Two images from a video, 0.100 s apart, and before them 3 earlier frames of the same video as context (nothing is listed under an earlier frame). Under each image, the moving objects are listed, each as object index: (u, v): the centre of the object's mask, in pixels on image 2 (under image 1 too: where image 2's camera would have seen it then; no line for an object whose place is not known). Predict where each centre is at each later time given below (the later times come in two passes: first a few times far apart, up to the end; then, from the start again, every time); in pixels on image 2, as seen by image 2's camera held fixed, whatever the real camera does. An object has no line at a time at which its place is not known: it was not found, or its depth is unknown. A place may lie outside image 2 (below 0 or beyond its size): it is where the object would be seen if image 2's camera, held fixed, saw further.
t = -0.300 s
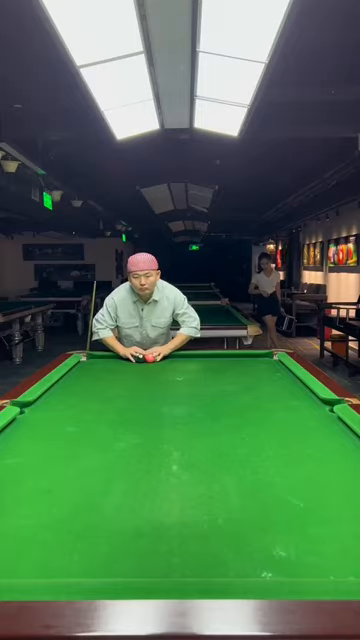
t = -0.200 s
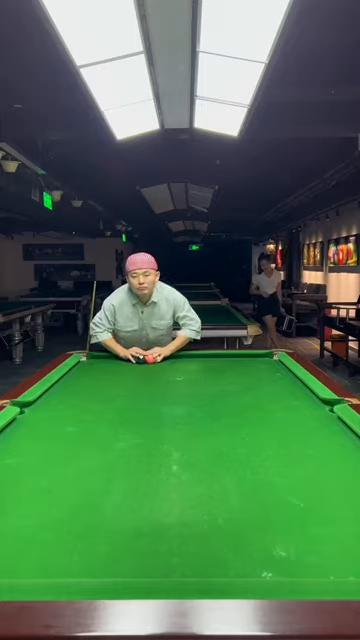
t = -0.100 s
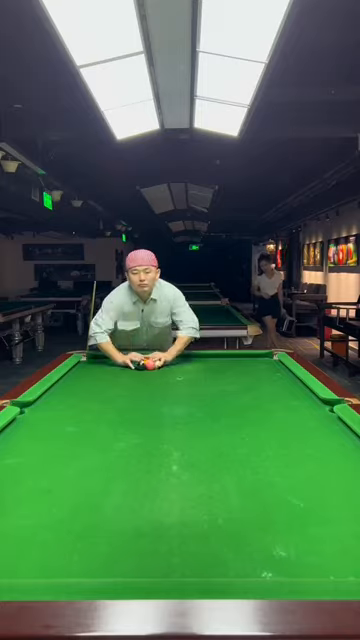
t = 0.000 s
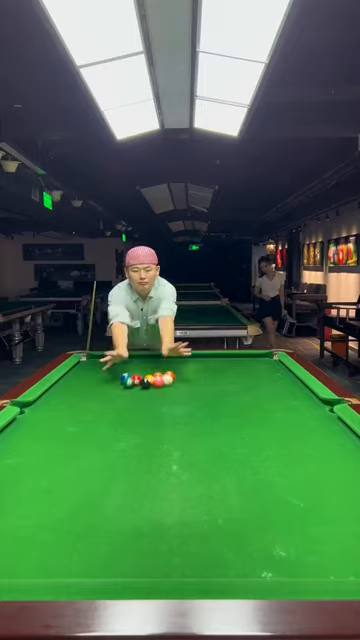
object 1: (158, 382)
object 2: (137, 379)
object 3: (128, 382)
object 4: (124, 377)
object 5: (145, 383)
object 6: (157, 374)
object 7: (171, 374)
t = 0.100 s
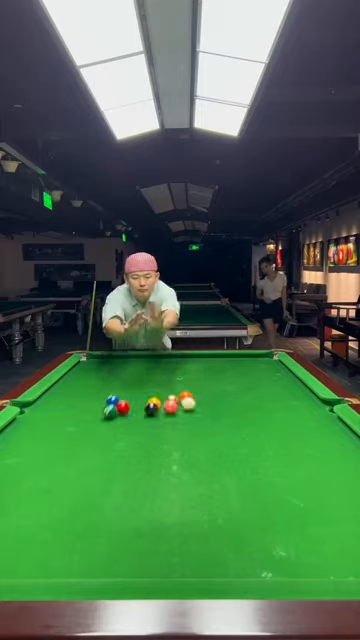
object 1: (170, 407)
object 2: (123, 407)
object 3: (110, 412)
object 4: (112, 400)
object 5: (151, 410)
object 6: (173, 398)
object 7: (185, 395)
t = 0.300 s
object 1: (216, 508)
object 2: (66, 523)
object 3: (30, 536)
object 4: (66, 483)
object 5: (175, 509)
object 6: (222, 483)
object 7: (239, 465)
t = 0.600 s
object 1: (333, 523)
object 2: (83, 431)
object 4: (255, 451)
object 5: (66, 462)
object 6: (346, 470)
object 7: (342, 445)
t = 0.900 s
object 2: (99, 376)
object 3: (81, 447)
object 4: (264, 403)
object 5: (69, 406)
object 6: (274, 409)
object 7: (262, 393)
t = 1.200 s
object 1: (308, 452)
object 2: (98, 362)
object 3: (163, 412)
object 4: (213, 378)
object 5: (141, 380)
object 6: (186, 385)
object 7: (213, 371)
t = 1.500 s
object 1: (248, 431)
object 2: (66, 389)
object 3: (217, 389)
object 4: (189, 364)
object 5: (175, 362)
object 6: (125, 370)
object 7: (185, 359)
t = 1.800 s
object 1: (204, 414)
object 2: (70, 390)
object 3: (256, 372)
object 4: (209, 356)
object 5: (164, 358)
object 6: (90, 358)
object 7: (153, 361)
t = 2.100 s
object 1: (171, 401)
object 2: (70, 386)
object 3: (269, 360)
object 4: (236, 356)
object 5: (150, 365)
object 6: (111, 359)
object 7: (97, 367)
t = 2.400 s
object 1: (143, 391)
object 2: (71, 381)
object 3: (252, 356)
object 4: (265, 359)
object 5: (134, 374)
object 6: (125, 363)
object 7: (90, 373)
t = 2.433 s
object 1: (141, 390)
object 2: (71, 381)
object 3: (251, 356)
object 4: (268, 359)
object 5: (132, 375)
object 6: (126, 363)
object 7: (94, 374)
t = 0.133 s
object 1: (175, 418)
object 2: (117, 420)
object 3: (101, 424)
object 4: (107, 410)
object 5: (154, 420)
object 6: (180, 409)
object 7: (191, 404)
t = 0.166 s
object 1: (181, 431)
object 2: (110, 434)
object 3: (92, 439)
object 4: (101, 421)
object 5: (156, 433)
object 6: (186, 420)
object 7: (199, 414)
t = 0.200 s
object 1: (188, 446)
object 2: (102, 449)
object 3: (81, 456)
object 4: (94, 434)
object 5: (160, 448)
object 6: (193, 432)
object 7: (207, 425)
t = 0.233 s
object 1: (196, 463)
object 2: (92, 470)
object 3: (67, 478)
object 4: (86, 449)
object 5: (164, 465)
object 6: (201, 447)
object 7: (217, 437)
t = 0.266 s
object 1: (205, 483)
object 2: (81, 494)
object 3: (50, 504)
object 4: (77, 465)
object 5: (168, 485)
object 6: (211, 464)
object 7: (227, 450)
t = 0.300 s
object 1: (216, 508)
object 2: (66, 523)
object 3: (30, 536)
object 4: (66, 483)
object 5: (175, 509)
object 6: (222, 483)
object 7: (239, 465)
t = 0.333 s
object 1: (230, 537)
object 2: (47, 561)
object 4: (54, 506)
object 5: (182, 537)
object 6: (235, 506)
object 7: (253, 482)
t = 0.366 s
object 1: (247, 567)
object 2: (45, 557)
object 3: (19, 548)
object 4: (40, 529)
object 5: (192, 567)
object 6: (250, 532)
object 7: (269, 503)
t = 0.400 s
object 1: (241, 563)
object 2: (54, 526)
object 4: (82, 515)
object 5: (201, 560)
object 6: (282, 545)
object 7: (289, 523)
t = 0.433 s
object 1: (261, 555)
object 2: (61, 503)
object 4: (120, 500)
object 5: (167, 538)
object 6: (327, 565)
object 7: (313, 521)
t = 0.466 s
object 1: (277, 539)
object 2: (67, 483)
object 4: (154, 488)
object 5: (139, 517)
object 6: (338, 544)
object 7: (329, 507)
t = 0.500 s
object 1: (293, 528)
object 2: (72, 466)
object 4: (183, 477)
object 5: (115, 501)
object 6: (341, 518)
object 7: (334, 487)
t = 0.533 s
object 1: (307, 524)
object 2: (77, 453)
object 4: (209, 468)
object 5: (96, 486)
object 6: (343, 503)
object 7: (337, 471)
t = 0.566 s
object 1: (321, 525)
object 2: (80, 441)
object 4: (233, 459)
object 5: (80, 474)
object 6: (345, 484)
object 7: (340, 457)
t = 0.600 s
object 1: (333, 523)
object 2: (83, 431)
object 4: (255, 451)
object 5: (66, 462)
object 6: (346, 470)
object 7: (342, 445)
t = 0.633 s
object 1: (345, 513)
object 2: (86, 422)
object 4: (275, 445)
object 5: (54, 453)
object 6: (348, 457)
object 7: (345, 435)
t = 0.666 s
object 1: (351, 509)
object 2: (88, 414)
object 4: (293, 439)
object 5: (43, 444)
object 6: (349, 445)
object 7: (341, 427)
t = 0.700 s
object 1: (356, 504)
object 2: (90, 407)
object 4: (310, 434)
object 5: (34, 435)
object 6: (350, 437)
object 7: (326, 421)
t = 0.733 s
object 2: (92, 401)
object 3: (15, 476)
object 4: (324, 428)
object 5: (25, 428)
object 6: (343, 429)
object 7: (312, 415)
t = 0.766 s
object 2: (94, 395)
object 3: (30, 469)
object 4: (311, 423)
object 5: (18, 422)
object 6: (331, 423)
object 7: (300, 410)
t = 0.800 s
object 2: (95, 390)
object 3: (44, 463)
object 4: (298, 417)
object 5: (29, 417)
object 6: (313, 420)
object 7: (288, 406)
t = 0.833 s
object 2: (96, 385)
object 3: (57, 458)
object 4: (286, 412)
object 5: (43, 413)
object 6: (299, 417)
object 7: (279, 401)
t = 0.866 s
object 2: (98, 380)
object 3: (70, 452)
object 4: (274, 407)
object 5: (57, 409)
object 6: (286, 413)
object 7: (270, 397)
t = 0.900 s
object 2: (99, 376)
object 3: (81, 447)
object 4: (264, 403)
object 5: (69, 406)
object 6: (274, 409)
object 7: (262, 393)
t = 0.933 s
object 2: (100, 373)
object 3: (92, 442)
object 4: (255, 399)
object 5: (81, 402)
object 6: (262, 406)
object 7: (254, 390)
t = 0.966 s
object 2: (101, 369)
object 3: (103, 438)
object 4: (248, 394)
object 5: (90, 399)
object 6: (251, 403)
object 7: (248, 387)
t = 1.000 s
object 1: (354, 470)
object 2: (102, 366)
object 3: (113, 433)
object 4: (242, 391)
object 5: (99, 396)
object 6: (240, 401)
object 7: (242, 384)
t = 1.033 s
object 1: (349, 467)
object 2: (103, 363)
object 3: (122, 429)
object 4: (236, 389)
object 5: (108, 393)
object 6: (230, 398)
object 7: (237, 382)
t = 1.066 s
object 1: (340, 464)
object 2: (103, 360)
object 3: (131, 426)
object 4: (230, 387)
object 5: (115, 390)
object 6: (220, 395)
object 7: (232, 380)
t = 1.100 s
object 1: (332, 461)
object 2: (105, 357)
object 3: (139, 422)
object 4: (225, 385)
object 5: (122, 387)
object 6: (211, 392)
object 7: (227, 378)
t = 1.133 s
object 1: (323, 458)
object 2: (104, 356)
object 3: (147, 418)
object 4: (221, 383)
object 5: (128, 384)
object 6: (202, 390)
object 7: (223, 376)
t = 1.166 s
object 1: (315, 455)
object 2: (101, 358)
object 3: (156, 414)
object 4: (217, 381)
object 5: (135, 382)
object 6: (194, 388)
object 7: (219, 374)
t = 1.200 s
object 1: (308, 452)
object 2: (98, 362)
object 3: (163, 412)
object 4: (213, 378)
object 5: (141, 380)
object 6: (186, 385)
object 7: (213, 371)
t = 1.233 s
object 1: (300, 450)
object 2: (95, 364)
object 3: (170, 409)
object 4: (209, 376)
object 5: (147, 378)
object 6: (178, 384)
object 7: (210, 370)
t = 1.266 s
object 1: (293, 447)
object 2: (91, 367)
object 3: (177, 405)
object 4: (206, 374)
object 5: (152, 375)
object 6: (170, 382)
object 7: (205, 368)
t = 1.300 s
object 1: (286, 444)
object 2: (88, 370)
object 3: (183, 403)
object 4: (202, 373)
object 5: (157, 372)
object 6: (163, 380)
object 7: (200, 367)
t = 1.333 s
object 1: (279, 442)
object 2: (85, 373)
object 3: (189, 400)
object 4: (199, 371)
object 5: (163, 371)
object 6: (156, 378)
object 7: (196, 366)
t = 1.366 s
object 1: (273, 440)
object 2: (81, 376)
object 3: (196, 398)
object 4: (196, 370)
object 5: (168, 369)
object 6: (149, 376)
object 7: (193, 364)
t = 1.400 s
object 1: (267, 437)
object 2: (78, 379)
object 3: (201, 396)
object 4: (193, 368)
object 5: (172, 367)
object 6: (142, 374)
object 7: (189, 363)
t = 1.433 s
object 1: (260, 435)
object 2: (73, 383)
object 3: (206, 393)
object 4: (189, 366)
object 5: (177, 365)
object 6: (136, 373)
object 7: (185, 362)
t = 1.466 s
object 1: (254, 433)
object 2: (70, 386)
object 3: (212, 391)
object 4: (189, 365)
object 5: (178, 364)
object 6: (130, 371)
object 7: (184, 360)
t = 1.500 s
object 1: (248, 431)
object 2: (66, 389)
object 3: (217, 389)
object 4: (189, 364)
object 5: (175, 362)
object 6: (125, 370)
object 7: (185, 359)
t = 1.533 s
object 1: (243, 429)
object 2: (62, 391)
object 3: (222, 386)
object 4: (189, 363)
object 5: (173, 362)
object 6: (119, 368)
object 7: (185, 357)
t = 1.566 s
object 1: (238, 427)
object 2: (59, 393)
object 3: (227, 385)
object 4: (189, 361)
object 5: (171, 361)
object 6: (113, 367)
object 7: (185, 355)
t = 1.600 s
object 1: (233, 425)
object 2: (58, 396)
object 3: (231, 382)
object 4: (189, 360)
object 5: (170, 359)
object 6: (108, 365)
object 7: (185, 354)
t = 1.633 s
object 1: (227, 423)
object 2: (60, 394)
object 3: (236, 381)
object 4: (189, 359)
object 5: (169, 358)
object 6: (103, 364)
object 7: (183, 355)
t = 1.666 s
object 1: (223, 421)
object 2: (63, 393)
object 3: (240, 379)
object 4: (190, 358)
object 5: (169, 357)
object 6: (98, 363)
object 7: (179, 357)
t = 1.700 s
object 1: (218, 419)
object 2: (65, 393)
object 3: (245, 377)
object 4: (195, 358)
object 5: (166, 355)
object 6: (93, 361)
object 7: (172, 358)
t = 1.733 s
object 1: (213, 417)
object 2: (66, 392)
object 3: (248, 375)
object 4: (199, 357)
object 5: (167, 353)
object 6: (88, 360)
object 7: (165, 359)
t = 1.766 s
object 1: (209, 416)
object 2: (68, 391)
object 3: (252, 373)
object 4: (204, 357)
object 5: (166, 357)
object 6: (84, 359)
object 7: (159, 360)
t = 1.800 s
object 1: (204, 414)
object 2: (70, 390)
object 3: (256, 372)
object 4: (209, 356)
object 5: (164, 358)
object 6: (90, 358)
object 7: (153, 361)
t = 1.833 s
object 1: (200, 413)
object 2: (69, 387)
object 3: (259, 371)
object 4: (212, 356)
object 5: (162, 358)
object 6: (95, 357)
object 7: (147, 361)
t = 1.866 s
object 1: (196, 411)
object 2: (69, 390)
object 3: (263, 369)
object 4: (215, 356)
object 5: (161, 358)
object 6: (99, 357)
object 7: (141, 362)
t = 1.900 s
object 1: (192, 409)
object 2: (70, 390)
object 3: (266, 368)
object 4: (219, 355)
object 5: (159, 360)
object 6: (103, 356)
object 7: (135, 363)
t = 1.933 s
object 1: (188, 408)
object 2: (70, 389)
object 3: (269, 366)
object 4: (221, 355)
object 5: (157, 360)
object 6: (104, 356)
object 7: (129, 363)
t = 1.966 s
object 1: (184, 407)
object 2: (70, 388)
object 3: (273, 364)
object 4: (224, 355)
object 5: (156, 361)
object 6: (105, 357)
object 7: (123, 364)
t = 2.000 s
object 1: (181, 405)
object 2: (70, 388)
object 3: (276, 363)
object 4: (228, 356)
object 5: (155, 363)
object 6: (107, 357)
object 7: (116, 365)
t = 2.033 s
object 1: (177, 404)
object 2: (70, 387)
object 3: (276, 362)
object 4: (231, 356)
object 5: (153, 363)
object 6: (108, 357)
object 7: (110, 366)
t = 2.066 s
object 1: (174, 402)
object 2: (70, 387)
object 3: (274, 361)
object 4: (234, 356)
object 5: (151, 364)
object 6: (109, 358)
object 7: (104, 367)
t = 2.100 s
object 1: (171, 401)
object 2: (70, 386)
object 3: (269, 360)
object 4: (236, 356)
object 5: (150, 365)
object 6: (111, 359)
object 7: (97, 367)
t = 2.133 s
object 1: (167, 400)
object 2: (70, 385)
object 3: (267, 359)
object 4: (240, 356)
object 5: (148, 366)
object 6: (113, 359)
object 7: (90, 368)
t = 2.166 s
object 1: (164, 399)
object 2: (70, 385)
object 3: (263, 359)
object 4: (243, 357)
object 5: (146, 367)
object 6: (114, 360)
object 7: (84, 369)
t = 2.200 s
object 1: (161, 398)
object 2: (70, 384)
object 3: (261, 358)
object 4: (246, 357)
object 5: (145, 368)
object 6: (116, 360)
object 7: (77, 370)
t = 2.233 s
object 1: (158, 396)
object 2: (70, 384)
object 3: (258, 356)
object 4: (249, 358)
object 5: (143, 369)
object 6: (117, 361)
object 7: (71, 371)
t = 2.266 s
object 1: (155, 395)
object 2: (71, 383)
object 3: (257, 355)
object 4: (253, 358)
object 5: (141, 370)
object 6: (119, 361)
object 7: (76, 371)
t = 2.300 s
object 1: (152, 394)
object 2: (71, 383)
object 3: (252, 354)
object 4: (255, 357)
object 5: (139, 371)
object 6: (120, 362)
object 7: (80, 372)
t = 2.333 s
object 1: (149, 393)
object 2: (71, 382)
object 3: (251, 355)
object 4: (259, 358)
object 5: (138, 372)
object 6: (122, 362)
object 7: (84, 372)
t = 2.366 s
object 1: (146, 392)
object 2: (71, 382)
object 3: (252, 355)
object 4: (261, 358)
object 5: (136, 373)
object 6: (123, 362)
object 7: (87, 373)
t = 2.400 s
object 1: (143, 391)
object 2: (71, 381)
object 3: (252, 356)
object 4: (265, 359)
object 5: (134, 374)
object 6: (125, 363)
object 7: (90, 373)
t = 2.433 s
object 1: (141, 390)
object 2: (71, 381)
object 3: (251, 356)
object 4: (268, 359)
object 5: (132, 375)
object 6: (126, 363)
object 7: (94, 374)
